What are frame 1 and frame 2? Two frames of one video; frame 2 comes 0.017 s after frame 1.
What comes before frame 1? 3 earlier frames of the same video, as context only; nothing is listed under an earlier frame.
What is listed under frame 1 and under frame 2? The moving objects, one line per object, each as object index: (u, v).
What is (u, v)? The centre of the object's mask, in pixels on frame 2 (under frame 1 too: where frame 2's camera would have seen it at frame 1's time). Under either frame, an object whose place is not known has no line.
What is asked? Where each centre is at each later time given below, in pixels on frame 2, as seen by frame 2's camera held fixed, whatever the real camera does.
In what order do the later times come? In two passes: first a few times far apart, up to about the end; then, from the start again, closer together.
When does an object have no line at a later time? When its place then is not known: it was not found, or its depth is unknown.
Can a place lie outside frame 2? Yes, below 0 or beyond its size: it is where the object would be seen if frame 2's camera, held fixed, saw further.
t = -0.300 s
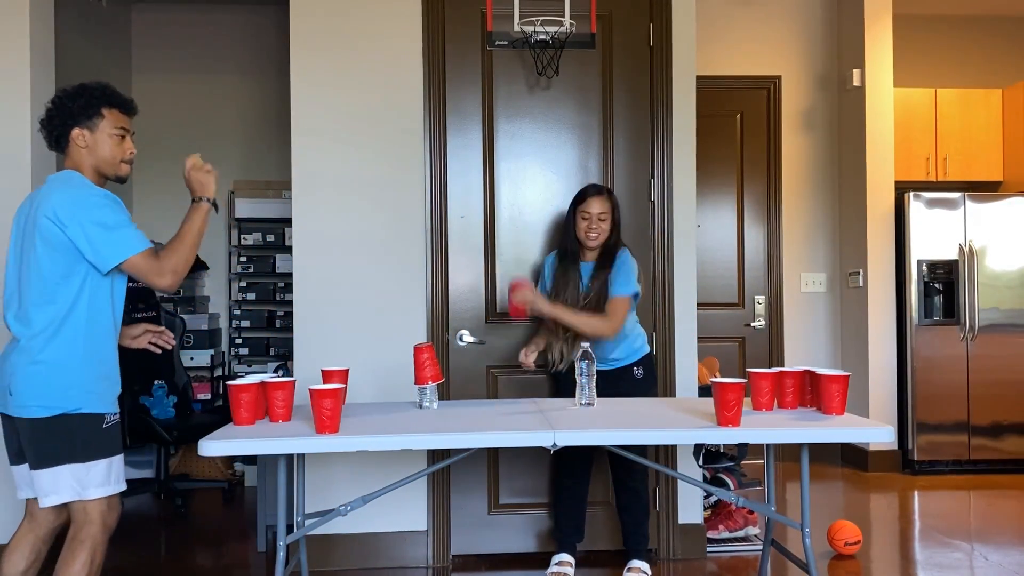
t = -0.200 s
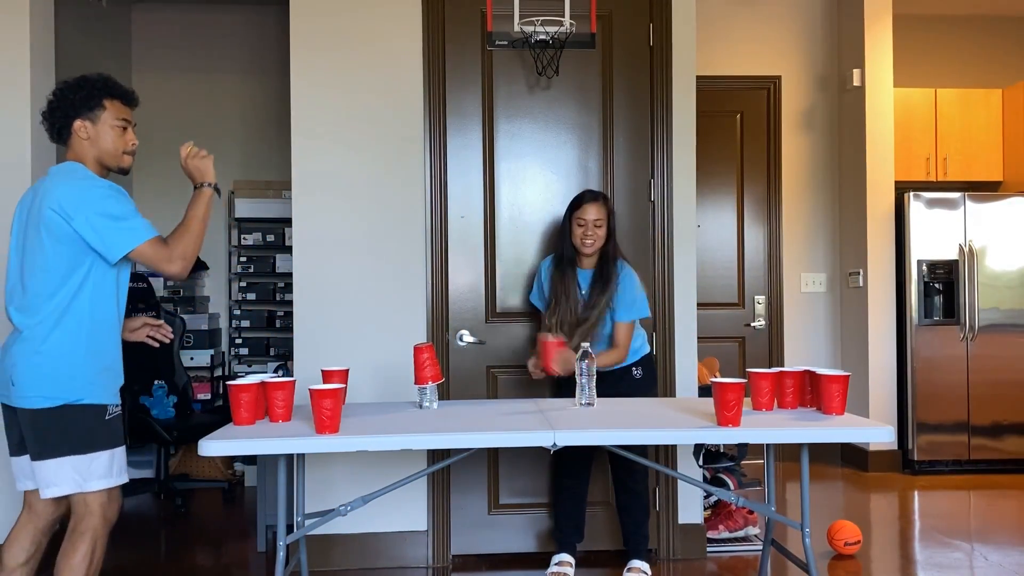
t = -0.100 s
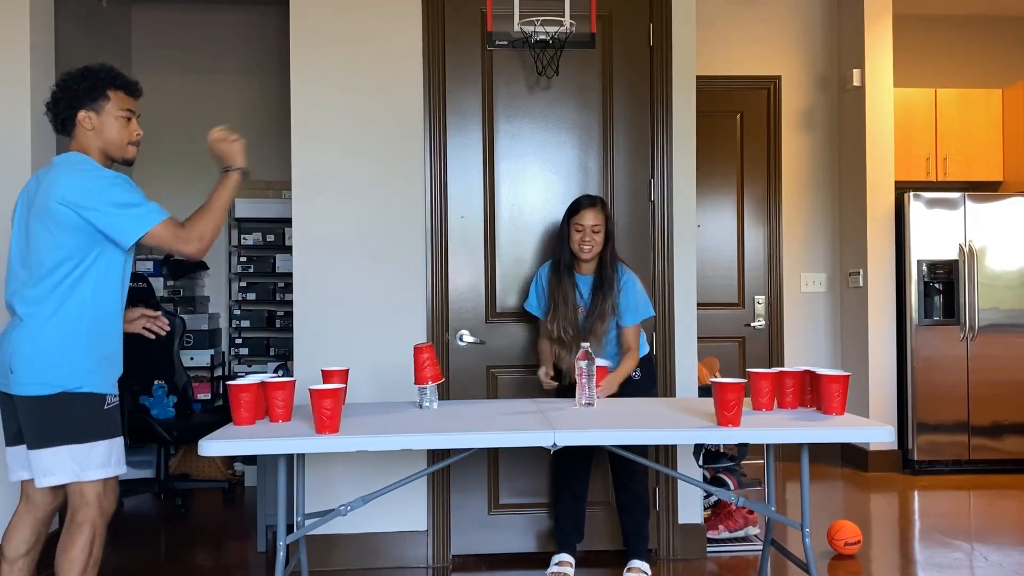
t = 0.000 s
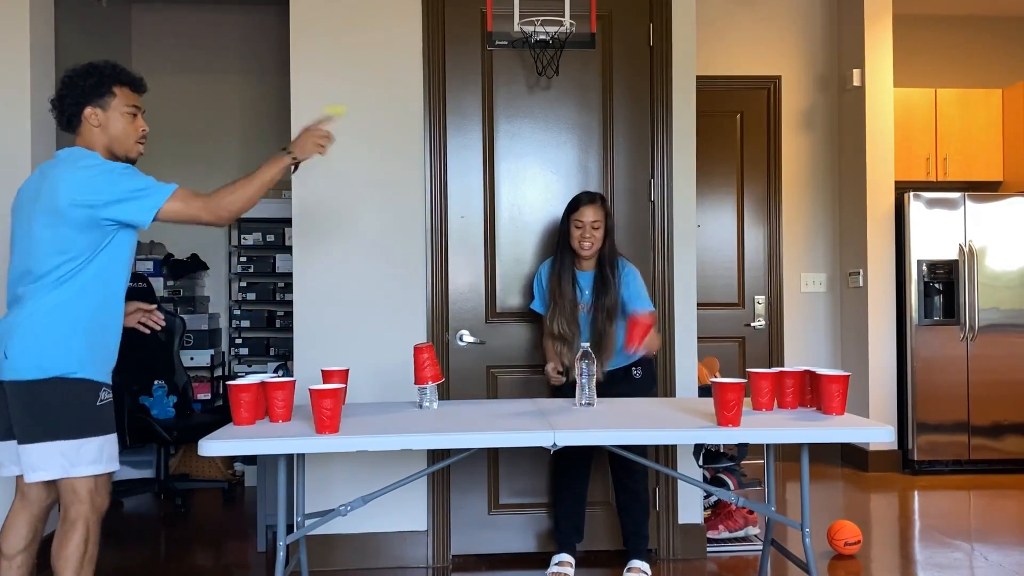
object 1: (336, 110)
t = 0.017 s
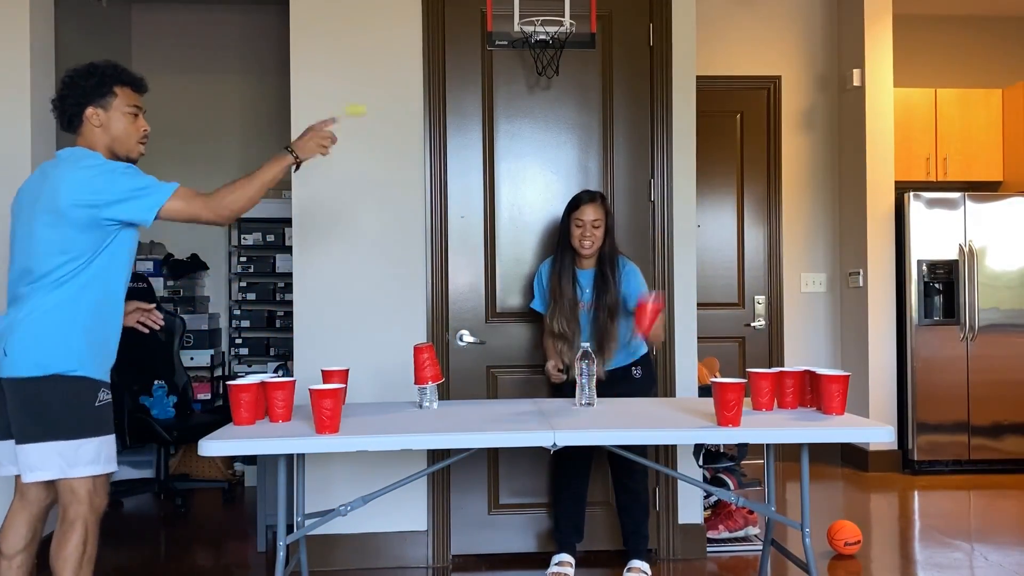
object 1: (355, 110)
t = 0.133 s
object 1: (495, 126)
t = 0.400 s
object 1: (788, 312)
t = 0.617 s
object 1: (996, 444)
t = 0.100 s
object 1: (457, 117)
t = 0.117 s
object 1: (478, 121)
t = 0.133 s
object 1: (495, 126)
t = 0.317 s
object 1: (702, 234)
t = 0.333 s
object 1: (722, 250)
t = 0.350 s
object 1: (740, 265)
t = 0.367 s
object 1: (755, 280)
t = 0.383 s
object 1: (775, 298)
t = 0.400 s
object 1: (788, 312)
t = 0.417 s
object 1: (810, 335)
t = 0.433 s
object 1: (826, 355)
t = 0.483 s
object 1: (874, 375)
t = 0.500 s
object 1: (895, 381)
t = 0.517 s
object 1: (910, 388)
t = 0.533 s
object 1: (925, 395)
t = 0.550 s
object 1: (939, 403)
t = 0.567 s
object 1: (955, 413)
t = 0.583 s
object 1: (969, 423)
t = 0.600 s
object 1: (984, 432)
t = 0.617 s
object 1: (996, 444)
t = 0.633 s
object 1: (1010, 456)
